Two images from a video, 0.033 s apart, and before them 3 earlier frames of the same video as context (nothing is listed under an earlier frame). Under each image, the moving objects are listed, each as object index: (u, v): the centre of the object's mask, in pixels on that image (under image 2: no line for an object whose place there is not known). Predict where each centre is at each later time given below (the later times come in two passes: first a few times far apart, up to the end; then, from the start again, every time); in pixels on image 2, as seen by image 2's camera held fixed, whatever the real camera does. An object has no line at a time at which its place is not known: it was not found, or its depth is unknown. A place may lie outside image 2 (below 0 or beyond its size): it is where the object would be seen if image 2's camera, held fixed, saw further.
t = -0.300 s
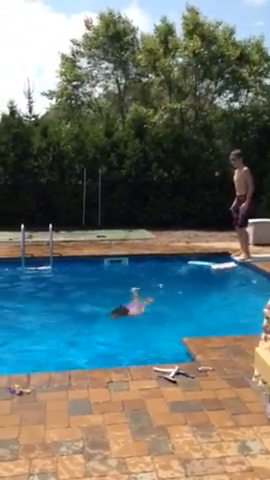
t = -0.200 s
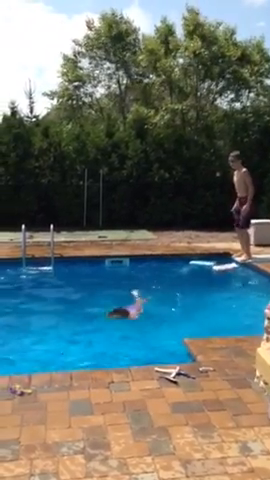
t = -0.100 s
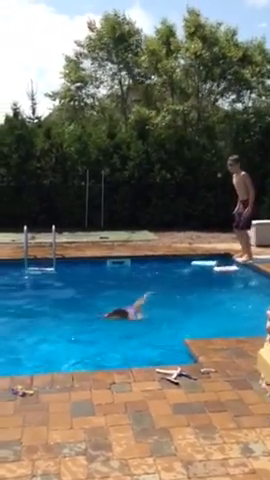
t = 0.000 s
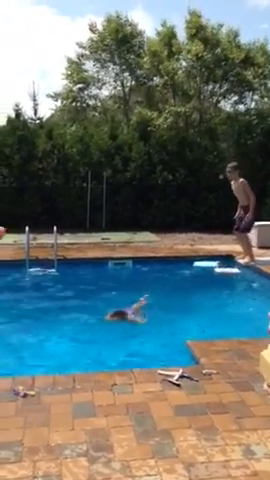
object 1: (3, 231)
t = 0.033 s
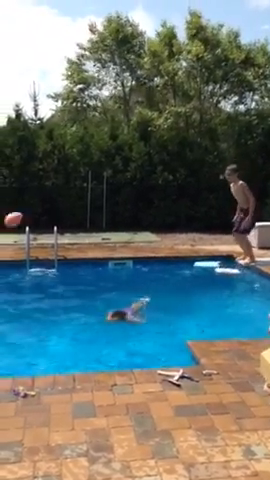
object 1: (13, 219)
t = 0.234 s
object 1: (95, 163)
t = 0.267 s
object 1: (107, 159)
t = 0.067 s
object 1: (29, 206)
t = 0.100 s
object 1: (44, 195)
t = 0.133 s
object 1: (58, 185)
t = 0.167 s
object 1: (71, 176)
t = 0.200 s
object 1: (84, 169)
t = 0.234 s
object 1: (95, 163)
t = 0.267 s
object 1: (107, 159)
